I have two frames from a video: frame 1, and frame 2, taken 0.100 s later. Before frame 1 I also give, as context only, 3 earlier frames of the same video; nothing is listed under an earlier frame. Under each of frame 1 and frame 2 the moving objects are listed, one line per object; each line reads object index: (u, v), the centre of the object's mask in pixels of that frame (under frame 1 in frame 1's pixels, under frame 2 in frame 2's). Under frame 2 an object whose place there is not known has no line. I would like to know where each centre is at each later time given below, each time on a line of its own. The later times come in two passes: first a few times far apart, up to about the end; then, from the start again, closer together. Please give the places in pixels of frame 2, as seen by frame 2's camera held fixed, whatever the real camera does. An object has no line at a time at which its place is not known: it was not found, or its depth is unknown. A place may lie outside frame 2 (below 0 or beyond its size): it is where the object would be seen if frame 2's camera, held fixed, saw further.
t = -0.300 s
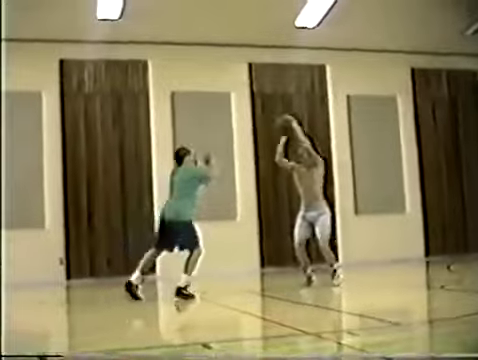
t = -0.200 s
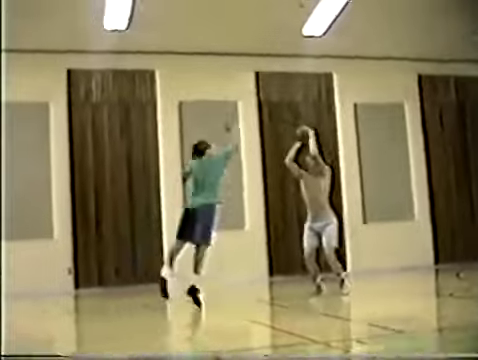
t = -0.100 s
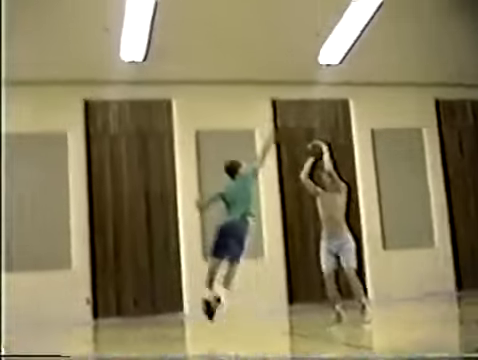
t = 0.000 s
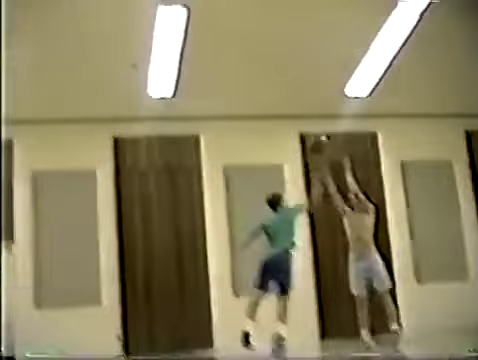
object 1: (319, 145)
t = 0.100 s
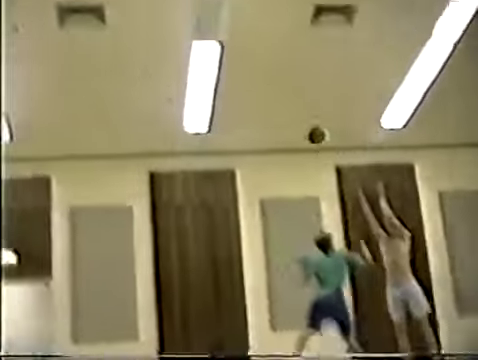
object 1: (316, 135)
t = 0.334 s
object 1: (230, 65)
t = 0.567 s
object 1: (143, 31)
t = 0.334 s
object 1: (230, 65)
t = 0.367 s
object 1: (219, 57)
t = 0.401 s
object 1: (205, 49)
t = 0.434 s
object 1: (192, 44)
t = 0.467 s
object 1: (180, 40)
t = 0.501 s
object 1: (168, 36)
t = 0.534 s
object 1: (156, 33)
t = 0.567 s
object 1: (143, 31)
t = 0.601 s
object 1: (130, 29)
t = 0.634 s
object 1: (116, 28)
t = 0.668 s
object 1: (103, 28)
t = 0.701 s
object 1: (89, 30)
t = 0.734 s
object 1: (75, 33)
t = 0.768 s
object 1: (61, 34)
